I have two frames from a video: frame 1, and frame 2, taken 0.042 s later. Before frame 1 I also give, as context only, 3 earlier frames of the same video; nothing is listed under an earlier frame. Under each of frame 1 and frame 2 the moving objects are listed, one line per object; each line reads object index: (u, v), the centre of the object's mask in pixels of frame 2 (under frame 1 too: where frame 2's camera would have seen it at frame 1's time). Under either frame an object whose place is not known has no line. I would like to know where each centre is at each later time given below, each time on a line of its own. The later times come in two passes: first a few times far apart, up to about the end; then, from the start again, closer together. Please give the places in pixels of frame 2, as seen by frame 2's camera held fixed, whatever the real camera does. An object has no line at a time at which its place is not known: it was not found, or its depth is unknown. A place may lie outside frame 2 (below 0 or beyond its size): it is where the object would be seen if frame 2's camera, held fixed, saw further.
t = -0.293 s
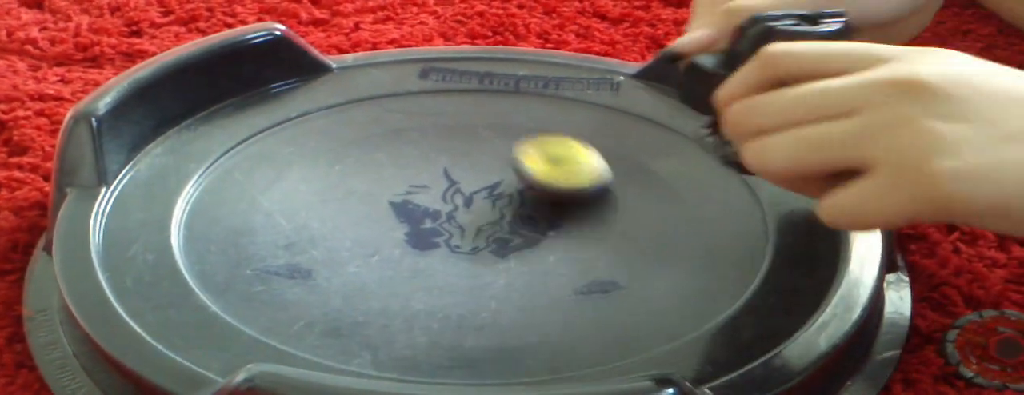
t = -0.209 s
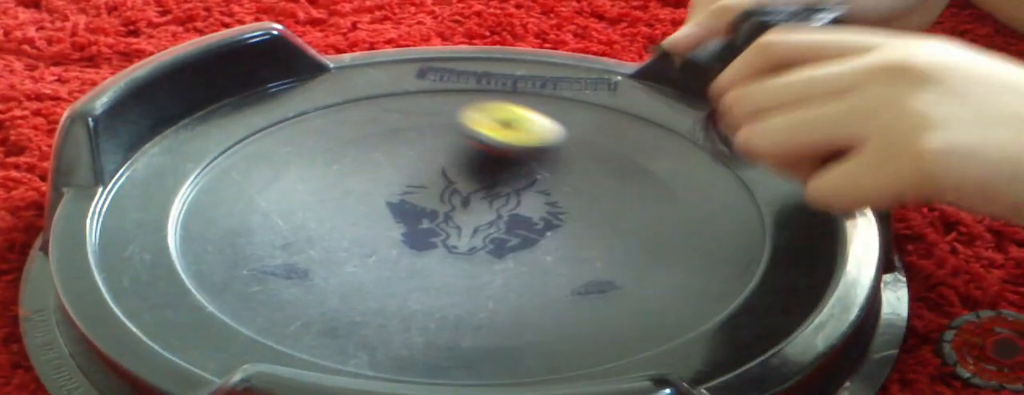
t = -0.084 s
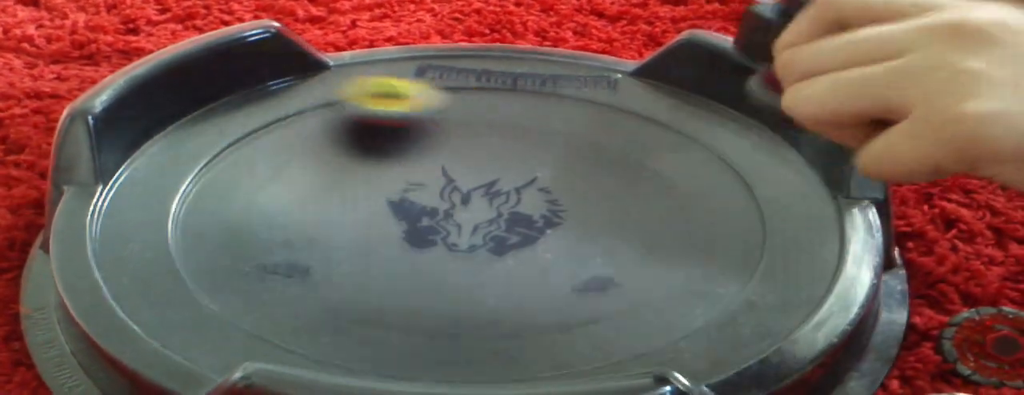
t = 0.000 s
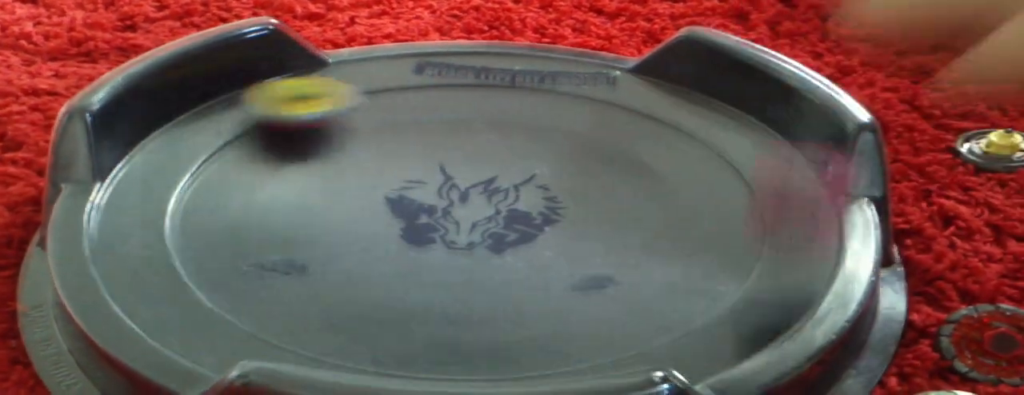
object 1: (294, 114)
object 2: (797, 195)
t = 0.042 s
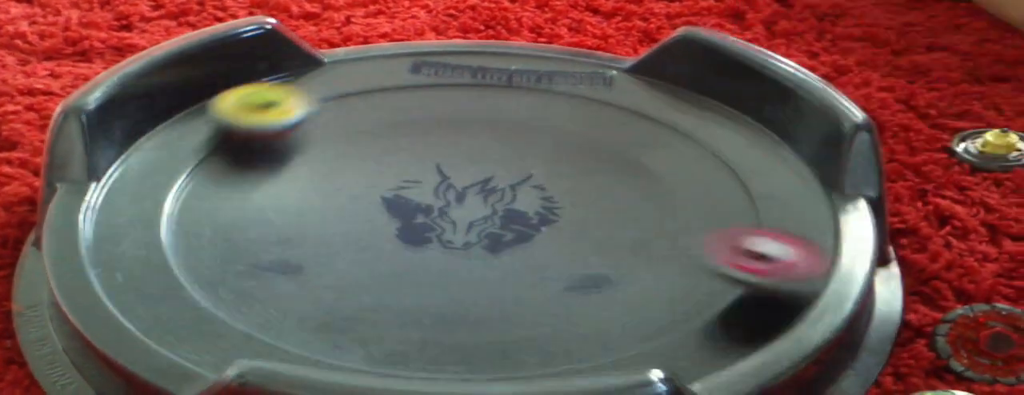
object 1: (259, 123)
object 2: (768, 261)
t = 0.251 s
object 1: (257, 247)
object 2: (521, 261)
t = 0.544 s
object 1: (636, 241)
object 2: (322, 195)
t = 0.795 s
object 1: (572, 89)
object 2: (297, 231)
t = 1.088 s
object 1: (282, 123)
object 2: (382, 255)
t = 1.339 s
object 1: (315, 283)
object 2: (439, 216)
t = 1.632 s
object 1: (761, 217)
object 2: (387, 168)
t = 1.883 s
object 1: (597, 99)
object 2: (337, 176)
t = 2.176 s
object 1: (317, 133)
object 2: (410, 203)
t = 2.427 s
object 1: (367, 317)
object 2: (483, 175)
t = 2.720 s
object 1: (744, 236)
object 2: (467, 145)
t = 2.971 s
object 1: (634, 122)
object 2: (429, 160)
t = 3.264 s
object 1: (303, 153)
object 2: (497, 195)
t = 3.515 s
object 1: (323, 328)
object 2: (565, 177)
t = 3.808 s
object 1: (716, 273)
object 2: (524, 160)
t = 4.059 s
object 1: (646, 157)
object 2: (484, 196)
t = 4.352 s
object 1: (281, 153)
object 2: (558, 229)
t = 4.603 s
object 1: (238, 308)
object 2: (593, 210)
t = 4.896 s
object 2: (525, 197)
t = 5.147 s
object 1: (654, 173)
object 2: (470, 235)
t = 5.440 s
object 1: (311, 117)
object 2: (515, 261)
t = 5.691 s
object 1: (190, 269)
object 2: (536, 231)
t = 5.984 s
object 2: (437, 217)
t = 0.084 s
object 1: (241, 145)
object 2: (727, 254)
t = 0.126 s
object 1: (229, 172)
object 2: (683, 270)
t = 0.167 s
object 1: (227, 196)
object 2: (629, 272)
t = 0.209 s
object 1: (234, 223)
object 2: (571, 270)
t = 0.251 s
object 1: (257, 247)
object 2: (521, 261)
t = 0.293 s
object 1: (292, 272)
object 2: (469, 246)
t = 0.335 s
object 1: (352, 283)
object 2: (429, 232)
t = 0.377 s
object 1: (410, 298)
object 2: (397, 219)
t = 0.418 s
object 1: (480, 298)
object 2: (371, 208)
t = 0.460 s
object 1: (544, 287)
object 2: (352, 200)
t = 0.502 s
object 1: (599, 266)
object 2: (335, 196)
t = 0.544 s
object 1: (636, 241)
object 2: (322, 195)
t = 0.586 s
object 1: (662, 210)
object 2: (311, 198)
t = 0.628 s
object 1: (668, 179)
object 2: (304, 203)
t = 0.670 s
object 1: (660, 151)
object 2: (299, 209)
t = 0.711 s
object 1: (642, 125)
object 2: (295, 216)
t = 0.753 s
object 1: (614, 102)
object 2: (295, 223)
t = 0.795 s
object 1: (572, 89)
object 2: (297, 231)
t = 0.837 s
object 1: (523, 86)
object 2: (303, 238)
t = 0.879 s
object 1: (474, 85)
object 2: (311, 244)
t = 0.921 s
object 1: (429, 87)
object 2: (323, 249)
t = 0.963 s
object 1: (388, 90)
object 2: (336, 253)
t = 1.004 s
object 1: (349, 98)
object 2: (351, 255)
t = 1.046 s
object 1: (313, 108)
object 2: (366, 256)
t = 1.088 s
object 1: (282, 123)
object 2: (382, 255)
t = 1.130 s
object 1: (257, 143)
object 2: (398, 251)
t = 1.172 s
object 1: (240, 165)
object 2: (411, 246)
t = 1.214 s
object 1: (233, 191)
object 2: (423, 240)
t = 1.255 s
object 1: (240, 221)
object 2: (431, 233)
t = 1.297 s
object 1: (266, 253)
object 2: (436, 225)
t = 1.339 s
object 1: (315, 283)
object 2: (439, 216)
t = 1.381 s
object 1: (384, 294)
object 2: (438, 206)
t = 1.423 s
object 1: (461, 318)
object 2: (434, 197)
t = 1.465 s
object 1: (547, 308)
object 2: (427, 189)
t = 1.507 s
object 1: (627, 294)
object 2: (419, 182)
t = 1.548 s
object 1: (689, 270)
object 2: (409, 176)
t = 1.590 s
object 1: (737, 243)
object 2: (398, 171)
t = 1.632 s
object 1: (761, 217)
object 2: (387, 168)
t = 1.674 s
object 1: (752, 194)
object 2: (375, 165)
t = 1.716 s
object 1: (730, 168)
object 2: (365, 164)
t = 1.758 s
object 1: (705, 145)
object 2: (355, 165)
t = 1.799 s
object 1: (670, 125)
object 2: (347, 168)
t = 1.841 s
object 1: (635, 111)
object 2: (341, 171)
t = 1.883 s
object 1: (597, 99)
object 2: (337, 176)
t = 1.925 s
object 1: (559, 91)
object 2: (338, 182)
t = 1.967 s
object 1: (519, 87)
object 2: (341, 187)
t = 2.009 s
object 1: (478, 87)
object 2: (348, 193)
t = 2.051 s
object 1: (437, 94)
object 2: (362, 197)
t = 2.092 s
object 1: (395, 102)
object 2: (378, 201)
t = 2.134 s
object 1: (355, 115)
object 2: (394, 203)
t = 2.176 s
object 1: (317, 133)
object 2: (410, 203)
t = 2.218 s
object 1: (286, 157)
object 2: (428, 201)
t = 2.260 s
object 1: (265, 183)
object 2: (442, 198)
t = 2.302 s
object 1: (258, 220)
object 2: (458, 192)
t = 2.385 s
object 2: (478, 181)
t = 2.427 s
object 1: (367, 317)
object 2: (483, 175)
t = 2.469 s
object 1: (441, 334)
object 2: (486, 169)
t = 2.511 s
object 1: (518, 339)
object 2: (487, 164)
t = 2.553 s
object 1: (596, 334)
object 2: (486, 159)
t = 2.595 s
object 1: (659, 314)
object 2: (483, 154)
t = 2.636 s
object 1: (699, 284)
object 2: (479, 150)
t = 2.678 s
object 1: (726, 256)
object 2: (473, 147)
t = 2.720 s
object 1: (744, 236)
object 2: (467, 145)
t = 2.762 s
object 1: (748, 213)
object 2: (460, 145)
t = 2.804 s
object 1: (741, 190)
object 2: (450, 145)
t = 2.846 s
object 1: (726, 169)
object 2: (443, 147)
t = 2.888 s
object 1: (703, 151)
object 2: (437, 150)
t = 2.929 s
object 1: (672, 134)
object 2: (432, 155)
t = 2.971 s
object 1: (634, 122)
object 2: (429, 160)
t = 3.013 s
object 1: (592, 114)
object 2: (429, 167)
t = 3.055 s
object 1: (549, 109)
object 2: (432, 174)
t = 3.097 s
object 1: (503, 108)
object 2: (439, 180)
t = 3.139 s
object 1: (453, 111)
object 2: (452, 185)
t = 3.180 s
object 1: (401, 115)
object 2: (466, 190)
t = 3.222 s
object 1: (347, 133)
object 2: (482, 193)
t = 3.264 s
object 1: (303, 153)
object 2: (497, 195)
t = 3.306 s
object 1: (264, 178)
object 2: (514, 196)
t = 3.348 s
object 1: (239, 210)
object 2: (530, 194)
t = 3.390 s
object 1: (232, 245)
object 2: (543, 191)
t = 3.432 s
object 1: (247, 274)
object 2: (553, 187)
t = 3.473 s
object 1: (276, 304)
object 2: (561, 183)
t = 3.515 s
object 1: (323, 328)
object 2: (565, 177)
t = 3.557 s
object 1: (391, 341)
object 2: (566, 173)
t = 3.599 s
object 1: (465, 345)
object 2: (564, 168)
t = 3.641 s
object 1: (537, 343)
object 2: (560, 164)
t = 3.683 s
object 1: (599, 332)
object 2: (554, 161)
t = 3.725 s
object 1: (650, 314)
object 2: (545, 160)
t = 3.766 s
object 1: (689, 293)
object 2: (535, 159)
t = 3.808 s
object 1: (716, 273)
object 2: (524, 160)
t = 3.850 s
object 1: (731, 251)
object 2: (513, 162)
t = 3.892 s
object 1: (733, 230)
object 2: (503, 166)
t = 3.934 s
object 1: (725, 210)
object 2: (494, 172)
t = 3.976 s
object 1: (706, 193)
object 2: (488, 179)
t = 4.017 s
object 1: (679, 173)
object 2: (485, 187)
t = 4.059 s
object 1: (646, 157)
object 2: (484, 196)
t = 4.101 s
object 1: (605, 142)
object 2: (488, 204)
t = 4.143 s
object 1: (556, 130)
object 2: (496, 213)
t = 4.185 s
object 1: (500, 124)
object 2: (507, 218)
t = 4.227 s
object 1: (443, 121)
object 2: (520, 224)
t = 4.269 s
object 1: (386, 127)
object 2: (533, 227)
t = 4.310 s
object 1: (331, 137)
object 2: (545, 229)
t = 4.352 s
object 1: (281, 153)
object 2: (558, 229)
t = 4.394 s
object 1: (235, 174)
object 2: (569, 229)
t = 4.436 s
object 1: (206, 196)
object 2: (579, 226)
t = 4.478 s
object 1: (188, 221)
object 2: (586, 223)
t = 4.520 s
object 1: (181, 255)
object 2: (590, 219)
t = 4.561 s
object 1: (201, 286)
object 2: (593, 215)
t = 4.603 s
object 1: (238, 308)
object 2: (593, 210)
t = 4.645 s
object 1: (288, 322)
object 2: (589, 205)
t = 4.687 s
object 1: (343, 332)
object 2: (582, 201)
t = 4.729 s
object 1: (403, 342)
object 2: (573, 197)
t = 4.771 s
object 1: (462, 346)
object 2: (563, 195)
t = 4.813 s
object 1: (524, 342)
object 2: (551, 194)
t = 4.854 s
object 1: (577, 332)
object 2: (537, 195)
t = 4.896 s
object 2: (525, 197)
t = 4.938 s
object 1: (661, 293)
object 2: (510, 201)
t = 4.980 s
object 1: (685, 267)
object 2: (497, 206)
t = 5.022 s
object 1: (697, 253)
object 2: (487, 212)
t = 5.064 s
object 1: (695, 224)
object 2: (478, 219)
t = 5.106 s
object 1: (679, 197)
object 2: (473, 227)
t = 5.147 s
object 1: (654, 173)
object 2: (470, 235)
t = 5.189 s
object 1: (619, 151)
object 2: (468, 242)
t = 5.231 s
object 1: (573, 132)
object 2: (471, 248)
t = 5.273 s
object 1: (523, 118)
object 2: (477, 253)
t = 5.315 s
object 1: (470, 111)
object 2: (486, 257)
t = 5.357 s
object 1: (415, 109)
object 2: (495, 260)
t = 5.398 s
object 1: (360, 111)
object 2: (504, 261)
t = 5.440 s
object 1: (311, 117)
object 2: (515, 261)
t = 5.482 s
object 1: (264, 128)
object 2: (524, 259)
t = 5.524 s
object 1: (225, 145)
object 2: (531, 256)
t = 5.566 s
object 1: (195, 163)
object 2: (537, 253)
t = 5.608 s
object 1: (178, 186)
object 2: (541, 248)
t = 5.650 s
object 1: (173, 244)
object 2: (541, 237)
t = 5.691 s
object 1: (190, 269)
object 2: (536, 231)
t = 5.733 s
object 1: (219, 291)
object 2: (527, 226)
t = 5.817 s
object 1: (316, 315)
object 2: (501, 218)
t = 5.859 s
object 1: (376, 330)
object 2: (485, 216)
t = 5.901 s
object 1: (440, 333)
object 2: (468, 215)
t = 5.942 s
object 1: (504, 329)
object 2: (451, 216)
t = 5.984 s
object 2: (437, 217)
